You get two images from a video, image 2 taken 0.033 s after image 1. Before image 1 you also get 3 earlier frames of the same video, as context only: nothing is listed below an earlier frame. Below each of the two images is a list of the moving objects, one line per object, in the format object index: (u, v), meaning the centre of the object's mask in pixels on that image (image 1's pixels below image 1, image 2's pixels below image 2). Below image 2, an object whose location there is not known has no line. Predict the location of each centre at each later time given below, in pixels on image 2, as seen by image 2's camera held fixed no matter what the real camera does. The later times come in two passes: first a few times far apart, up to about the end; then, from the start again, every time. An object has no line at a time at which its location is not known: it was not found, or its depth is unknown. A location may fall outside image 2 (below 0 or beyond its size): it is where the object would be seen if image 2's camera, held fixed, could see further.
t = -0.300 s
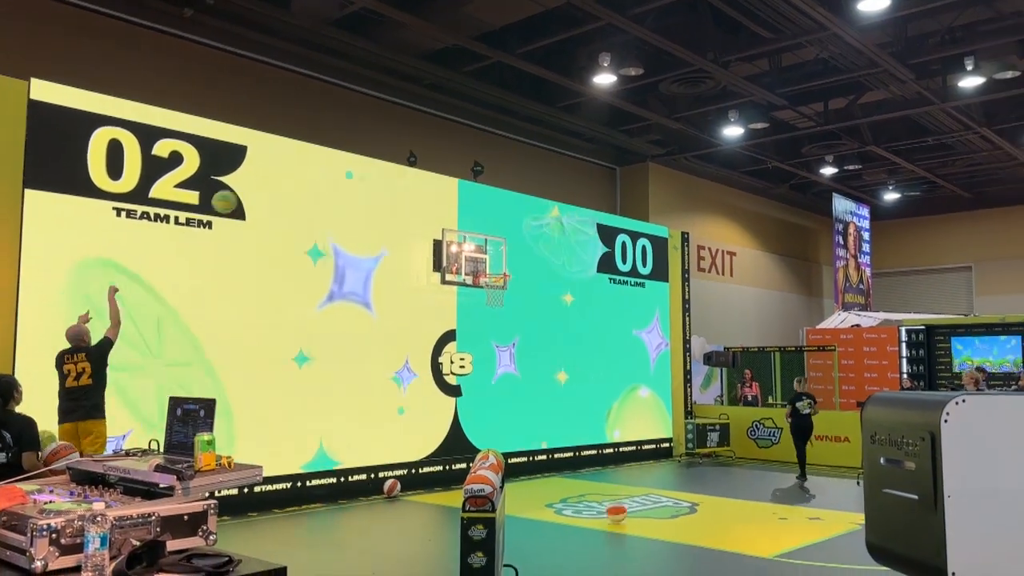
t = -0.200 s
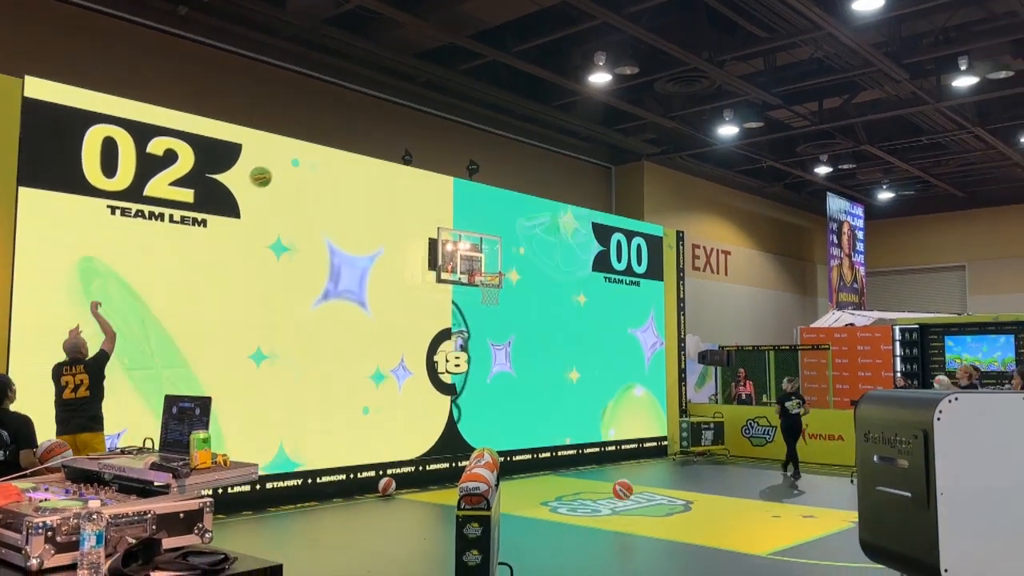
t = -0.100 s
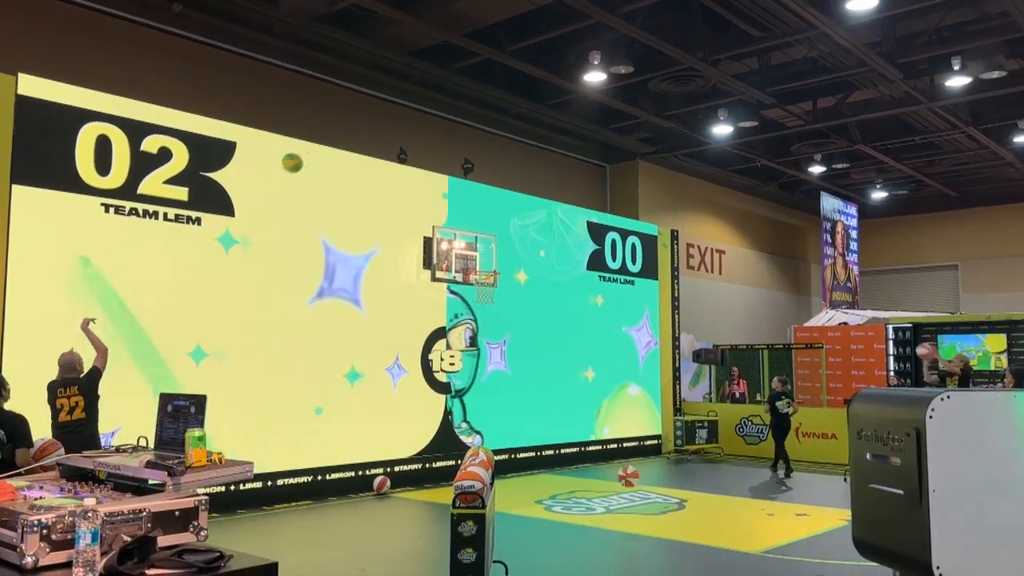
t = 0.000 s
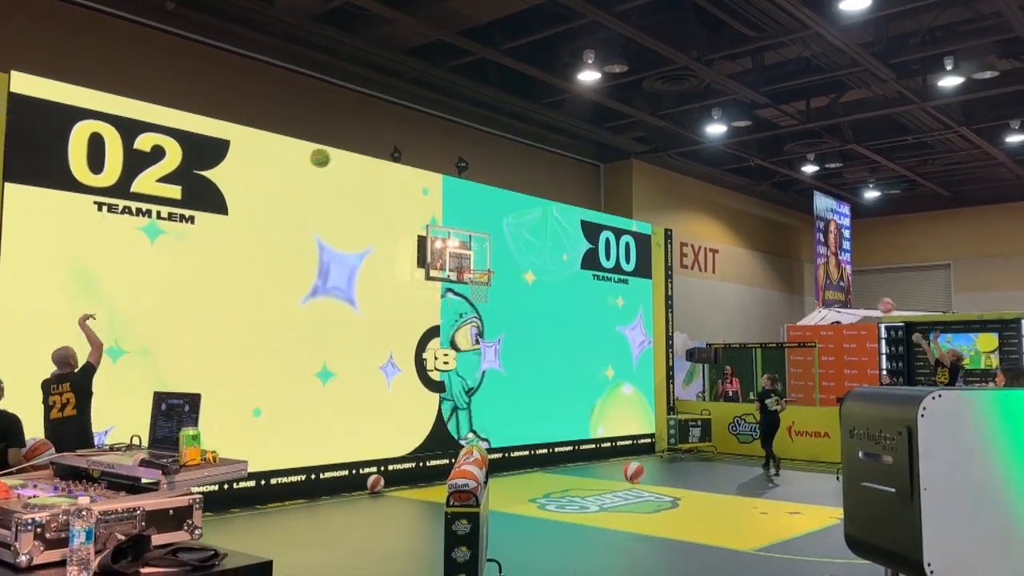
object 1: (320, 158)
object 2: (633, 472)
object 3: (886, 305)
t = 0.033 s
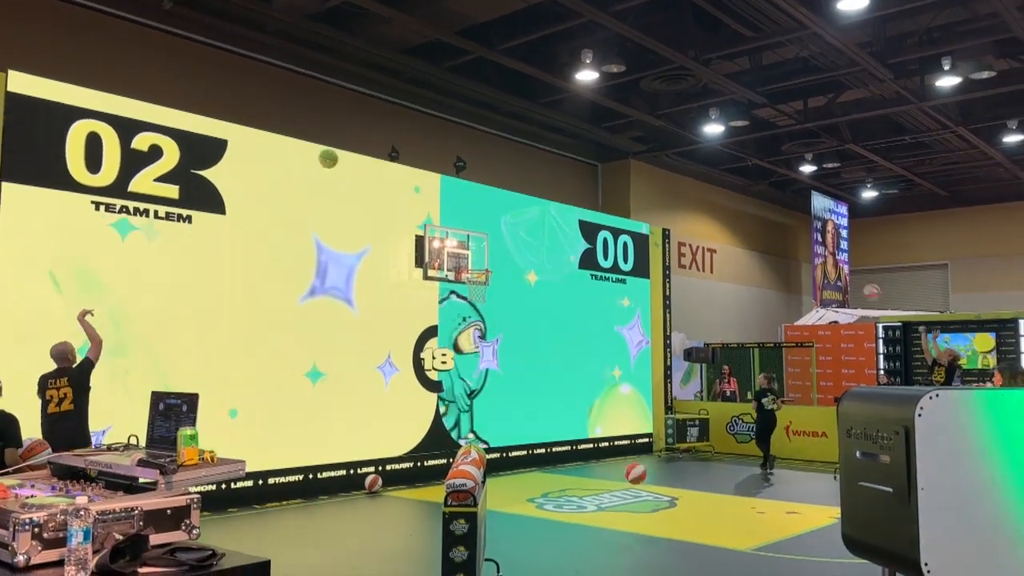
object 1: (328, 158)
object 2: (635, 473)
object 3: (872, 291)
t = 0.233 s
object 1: (385, 179)
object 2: (663, 505)
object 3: (803, 224)
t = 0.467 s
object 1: (441, 234)
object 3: (725, 177)
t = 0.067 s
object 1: (338, 160)
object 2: (640, 476)
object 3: (860, 278)
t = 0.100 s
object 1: (348, 163)
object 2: (644, 480)
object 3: (852, 266)
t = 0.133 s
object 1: (358, 165)
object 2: (649, 483)
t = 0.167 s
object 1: (367, 169)
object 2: (653, 489)
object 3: (826, 242)
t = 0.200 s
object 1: (376, 174)
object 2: (658, 497)
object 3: (814, 233)
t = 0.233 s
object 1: (385, 179)
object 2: (663, 505)
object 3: (803, 224)
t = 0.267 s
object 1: (394, 185)
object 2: (666, 513)
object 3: (792, 215)
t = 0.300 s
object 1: (402, 192)
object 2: (671, 525)
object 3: (781, 207)
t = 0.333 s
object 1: (411, 199)
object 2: (675, 518)
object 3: (770, 200)
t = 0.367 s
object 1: (418, 207)
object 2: (680, 512)
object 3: (759, 193)
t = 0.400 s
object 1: (426, 216)
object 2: (684, 507)
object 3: (748, 187)
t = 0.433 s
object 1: (434, 225)
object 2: (689, 503)
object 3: (736, 182)
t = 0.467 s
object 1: (441, 234)
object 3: (725, 177)
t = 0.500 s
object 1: (448, 243)
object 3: (715, 173)
